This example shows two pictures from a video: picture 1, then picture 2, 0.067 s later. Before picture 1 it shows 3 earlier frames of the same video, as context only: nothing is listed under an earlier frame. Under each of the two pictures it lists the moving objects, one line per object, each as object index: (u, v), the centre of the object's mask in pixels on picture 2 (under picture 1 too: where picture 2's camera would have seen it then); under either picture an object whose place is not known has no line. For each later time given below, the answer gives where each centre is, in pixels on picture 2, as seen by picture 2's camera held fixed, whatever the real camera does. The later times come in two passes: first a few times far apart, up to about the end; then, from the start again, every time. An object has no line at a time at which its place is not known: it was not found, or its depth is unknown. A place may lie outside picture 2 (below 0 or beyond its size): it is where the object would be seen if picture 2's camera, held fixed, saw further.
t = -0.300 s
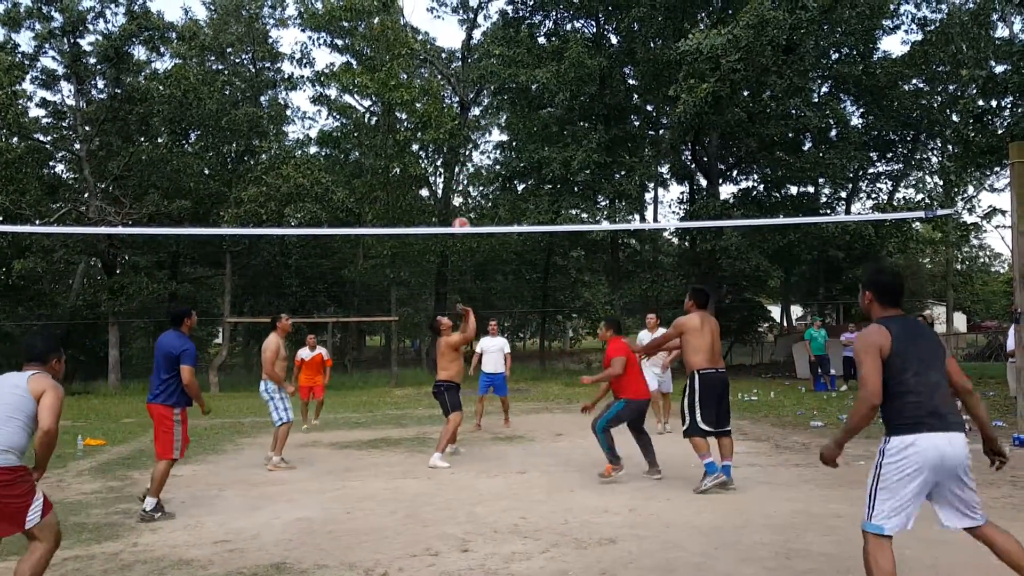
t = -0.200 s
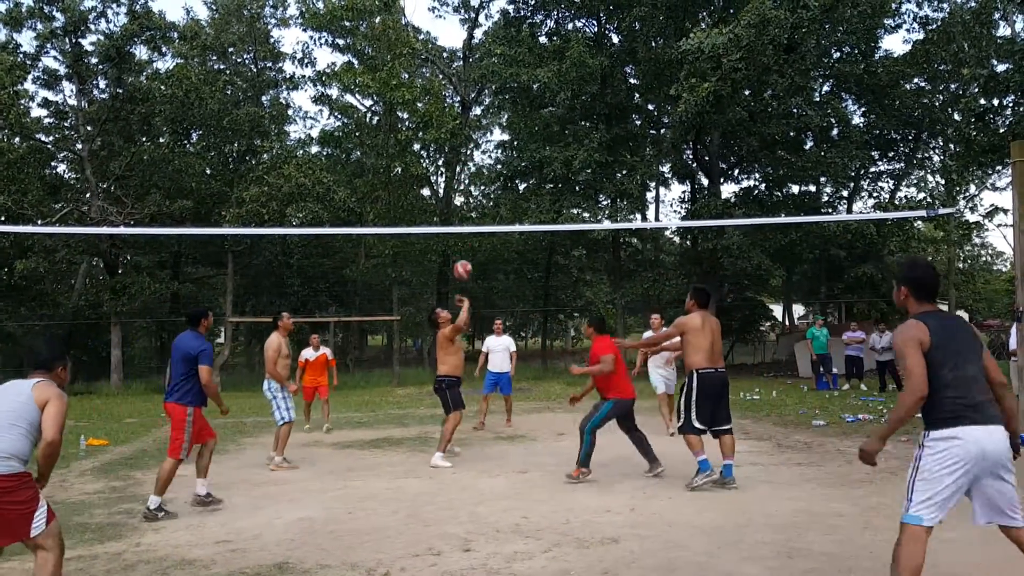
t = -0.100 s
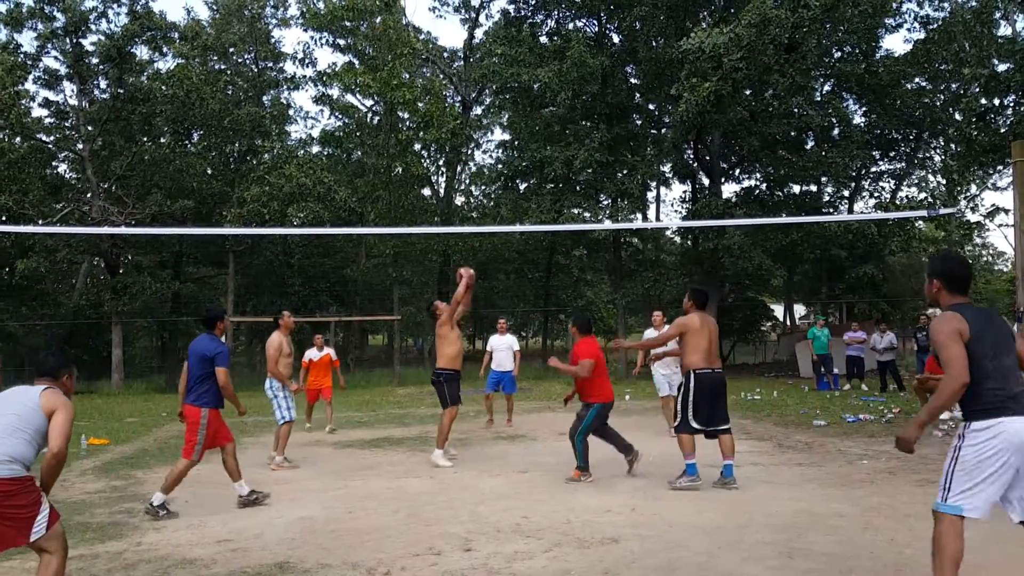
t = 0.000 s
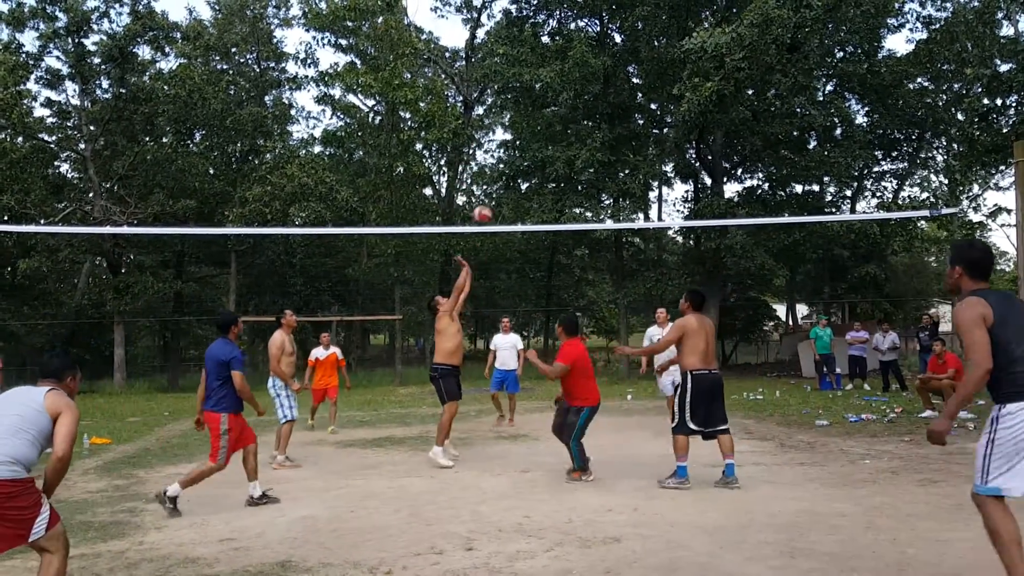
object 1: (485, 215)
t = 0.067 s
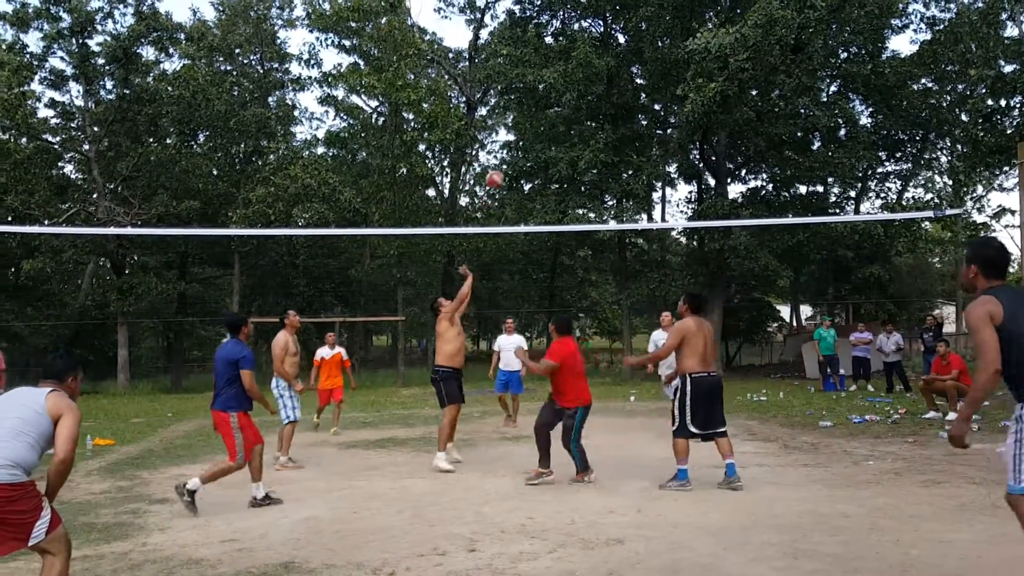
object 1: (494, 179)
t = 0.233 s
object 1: (520, 106)
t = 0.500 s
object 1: (562, 42)
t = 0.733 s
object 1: (598, 40)
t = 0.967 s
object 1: (634, 86)
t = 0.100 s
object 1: (501, 164)
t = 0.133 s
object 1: (505, 149)
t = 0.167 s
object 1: (511, 134)
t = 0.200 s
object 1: (516, 119)
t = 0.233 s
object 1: (520, 106)
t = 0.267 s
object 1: (526, 96)
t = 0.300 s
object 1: (531, 85)
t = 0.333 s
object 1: (536, 76)
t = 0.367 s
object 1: (541, 67)
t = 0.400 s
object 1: (546, 59)
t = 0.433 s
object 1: (551, 53)
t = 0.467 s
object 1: (556, 48)
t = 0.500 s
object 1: (562, 42)
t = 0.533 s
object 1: (566, 39)
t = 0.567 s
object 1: (572, 37)
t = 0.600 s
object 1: (577, 35)
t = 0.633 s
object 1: (582, 34)
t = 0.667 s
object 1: (588, 35)
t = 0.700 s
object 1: (593, 37)
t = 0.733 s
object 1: (598, 40)
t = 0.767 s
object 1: (604, 43)
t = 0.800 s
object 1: (608, 48)
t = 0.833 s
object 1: (614, 52)
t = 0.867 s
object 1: (619, 60)
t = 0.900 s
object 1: (624, 67)
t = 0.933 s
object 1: (630, 76)
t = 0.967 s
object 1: (634, 86)
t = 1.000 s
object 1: (640, 96)
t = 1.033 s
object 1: (644, 108)
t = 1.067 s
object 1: (650, 121)
